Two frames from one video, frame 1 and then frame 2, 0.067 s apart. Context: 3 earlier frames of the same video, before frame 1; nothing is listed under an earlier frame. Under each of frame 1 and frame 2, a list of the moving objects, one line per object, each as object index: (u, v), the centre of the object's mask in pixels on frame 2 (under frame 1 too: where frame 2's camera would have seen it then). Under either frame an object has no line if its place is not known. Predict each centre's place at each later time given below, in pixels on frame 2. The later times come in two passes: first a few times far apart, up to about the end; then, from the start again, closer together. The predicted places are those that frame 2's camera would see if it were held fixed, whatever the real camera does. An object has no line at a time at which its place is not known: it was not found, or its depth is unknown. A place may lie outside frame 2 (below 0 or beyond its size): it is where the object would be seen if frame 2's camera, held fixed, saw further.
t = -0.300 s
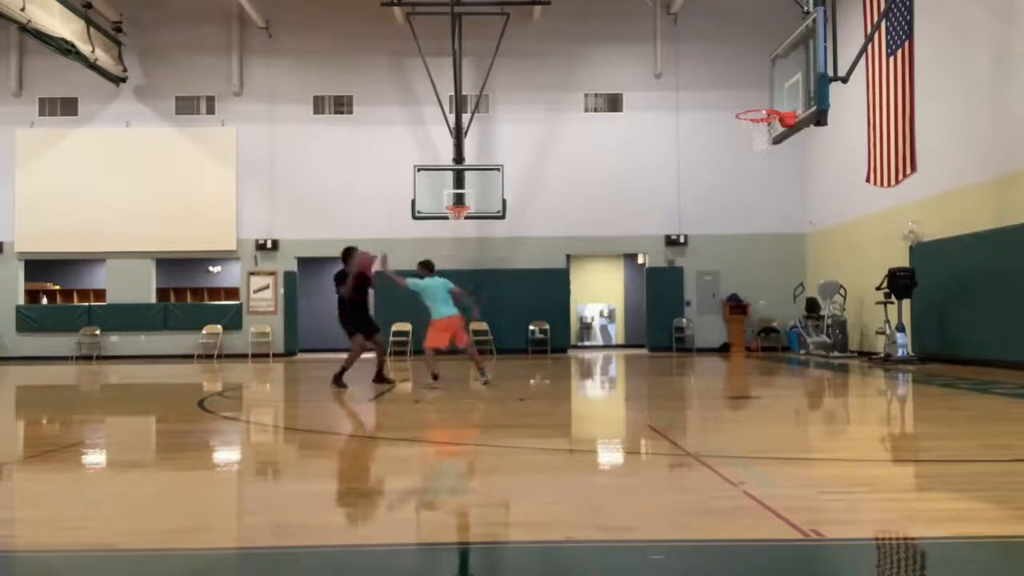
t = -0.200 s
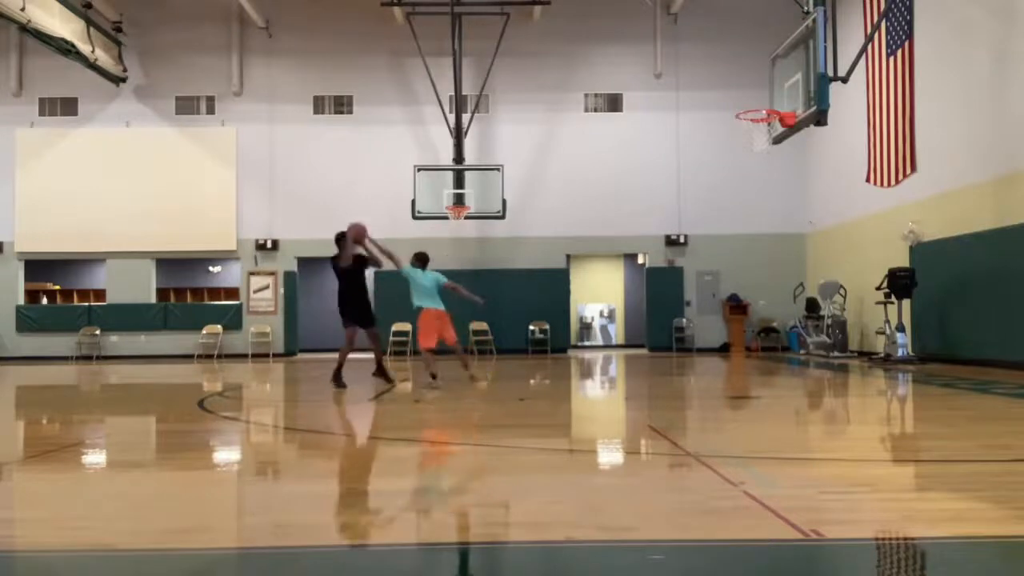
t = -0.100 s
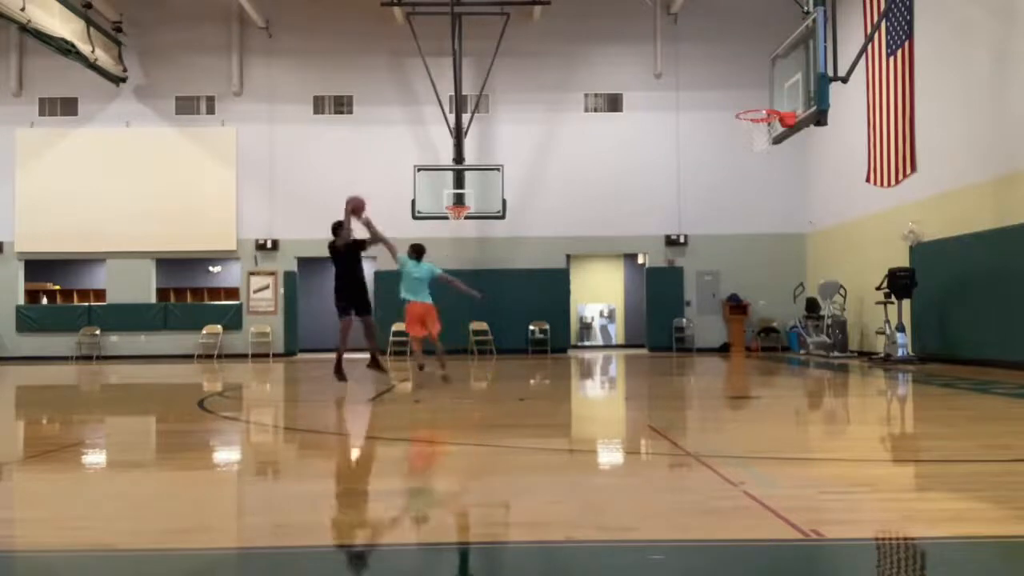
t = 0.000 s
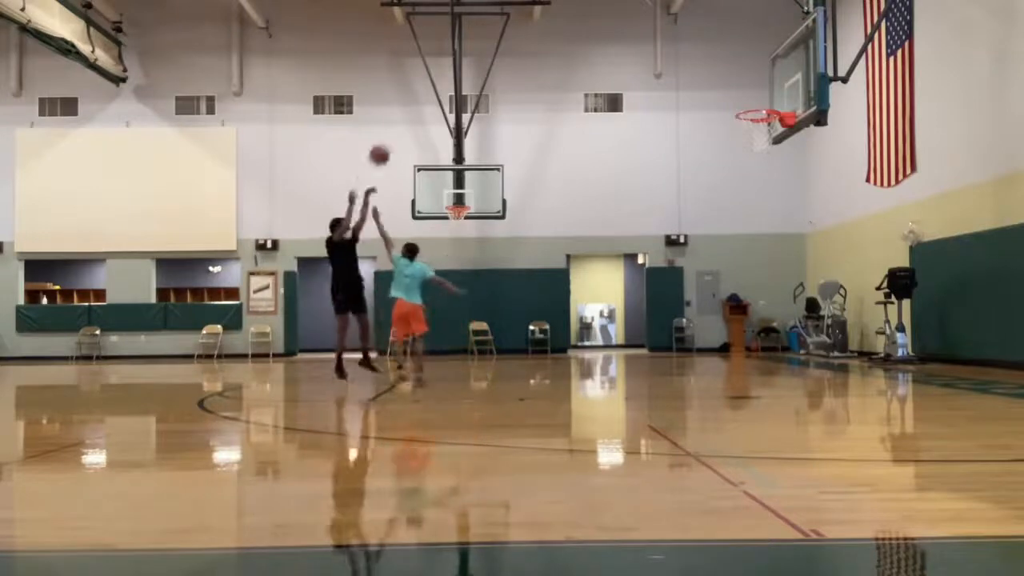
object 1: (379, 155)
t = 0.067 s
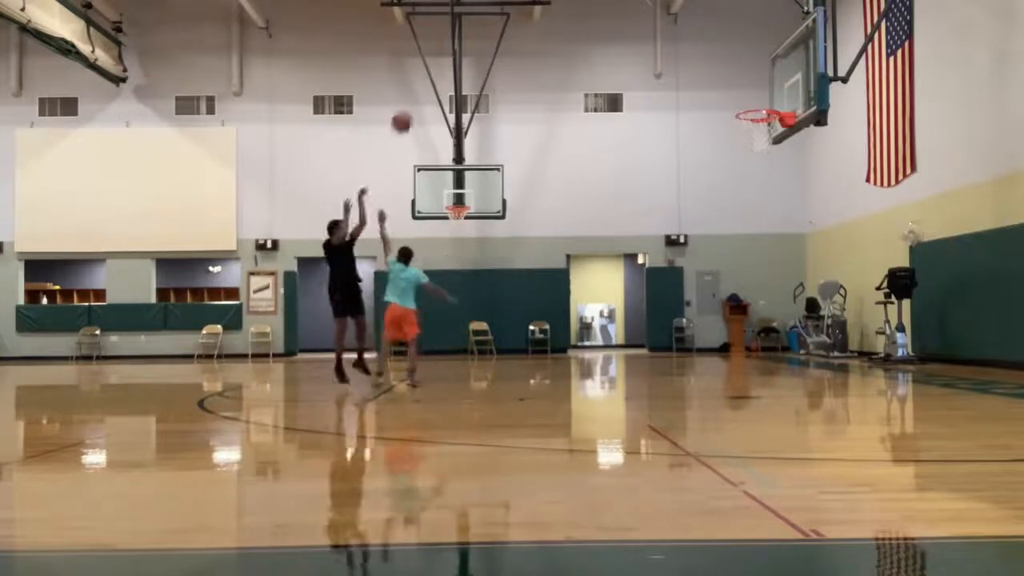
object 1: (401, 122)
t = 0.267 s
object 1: (468, 48)
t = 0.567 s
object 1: (567, 4)
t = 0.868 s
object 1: (663, 23)
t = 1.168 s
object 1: (746, 96)
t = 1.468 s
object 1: (741, 88)
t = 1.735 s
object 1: (738, 157)
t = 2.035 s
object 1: (733, 351)
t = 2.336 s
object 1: (741, 248)
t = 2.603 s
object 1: (749, 159)
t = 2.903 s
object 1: (763, 176)
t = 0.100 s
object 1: (412, 107)
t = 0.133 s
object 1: (422, 94)
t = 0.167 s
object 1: (434, 81)
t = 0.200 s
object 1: (444, 70)
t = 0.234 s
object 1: (455, 58)
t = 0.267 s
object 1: (468, 48)
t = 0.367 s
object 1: (499, 23)
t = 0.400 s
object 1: (511, 15)
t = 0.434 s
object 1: (522, 10)
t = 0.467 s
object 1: (532, 7)
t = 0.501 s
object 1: (543, 5)
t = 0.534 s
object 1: (553, 5)
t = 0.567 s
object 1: (567, 4)
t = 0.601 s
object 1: (577, 3)
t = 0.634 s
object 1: (587, 3)
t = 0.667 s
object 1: (598, 4)
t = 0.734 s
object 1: (618, 6)
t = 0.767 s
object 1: (629, 8)
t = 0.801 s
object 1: (640, 10)
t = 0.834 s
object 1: (650, 16)
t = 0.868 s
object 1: (663, 23)
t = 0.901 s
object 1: (674, 31)
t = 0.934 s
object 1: (685, 41)
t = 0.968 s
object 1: (696, 49)
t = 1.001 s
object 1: (707, 61)
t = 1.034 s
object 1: (718, 71)
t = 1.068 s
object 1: (729, 83)
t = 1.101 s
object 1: (741, 96)
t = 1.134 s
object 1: (746, 101)
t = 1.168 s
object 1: (746, 96)
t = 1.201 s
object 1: (745, 91)
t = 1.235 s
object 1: (744, 87)
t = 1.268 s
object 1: (744, 85)
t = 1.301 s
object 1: (743, 84)
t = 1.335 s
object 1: (743, 82)
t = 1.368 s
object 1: (742, 83)
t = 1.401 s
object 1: (742, 84)
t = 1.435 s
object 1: (741, 85)
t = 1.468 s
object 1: (741, 88)
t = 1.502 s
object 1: (741, 92)
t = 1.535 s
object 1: (740, 97)
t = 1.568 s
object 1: (740, 104)
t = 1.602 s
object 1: (739, 112)
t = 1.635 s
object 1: (738, 122)
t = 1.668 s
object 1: (738, 132)
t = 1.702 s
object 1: (738, 144)
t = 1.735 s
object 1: (738, 157)
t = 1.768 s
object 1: (737, 173)
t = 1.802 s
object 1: (737, 190)
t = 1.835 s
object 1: (736, 208)
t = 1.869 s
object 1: (736, 228)
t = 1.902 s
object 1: (736, 249)
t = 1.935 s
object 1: (735, 271)
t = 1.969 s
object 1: (736, 297)
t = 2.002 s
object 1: (733, 318)
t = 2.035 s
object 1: (733, 351)
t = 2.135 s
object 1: (736, 367)
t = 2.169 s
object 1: (739, 345)
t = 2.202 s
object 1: (738, 318)
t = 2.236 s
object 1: (741, 304)
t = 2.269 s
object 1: (739, 285)
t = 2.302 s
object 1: (740, 265)
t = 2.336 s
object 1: (741, 248)
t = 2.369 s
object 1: (742, 232)
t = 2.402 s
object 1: (742, 218)
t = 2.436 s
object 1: (744, 204)
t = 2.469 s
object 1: (745, 192)
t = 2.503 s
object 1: (746, 182)
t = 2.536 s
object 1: (747, 173)
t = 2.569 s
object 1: (748, 165)
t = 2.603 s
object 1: (749, 159)
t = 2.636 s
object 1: (751, 154)
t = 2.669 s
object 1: (752, 151)
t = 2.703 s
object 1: (753, 149)
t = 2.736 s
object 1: (754, 150)
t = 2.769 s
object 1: (756, 151)
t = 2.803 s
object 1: (758, 155)
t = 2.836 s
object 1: (760, 160)
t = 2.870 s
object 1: (761, 167)
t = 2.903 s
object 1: (763, 176)
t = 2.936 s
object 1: (765, 188)
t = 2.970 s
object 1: (767, 201)
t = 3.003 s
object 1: (769, 217)
